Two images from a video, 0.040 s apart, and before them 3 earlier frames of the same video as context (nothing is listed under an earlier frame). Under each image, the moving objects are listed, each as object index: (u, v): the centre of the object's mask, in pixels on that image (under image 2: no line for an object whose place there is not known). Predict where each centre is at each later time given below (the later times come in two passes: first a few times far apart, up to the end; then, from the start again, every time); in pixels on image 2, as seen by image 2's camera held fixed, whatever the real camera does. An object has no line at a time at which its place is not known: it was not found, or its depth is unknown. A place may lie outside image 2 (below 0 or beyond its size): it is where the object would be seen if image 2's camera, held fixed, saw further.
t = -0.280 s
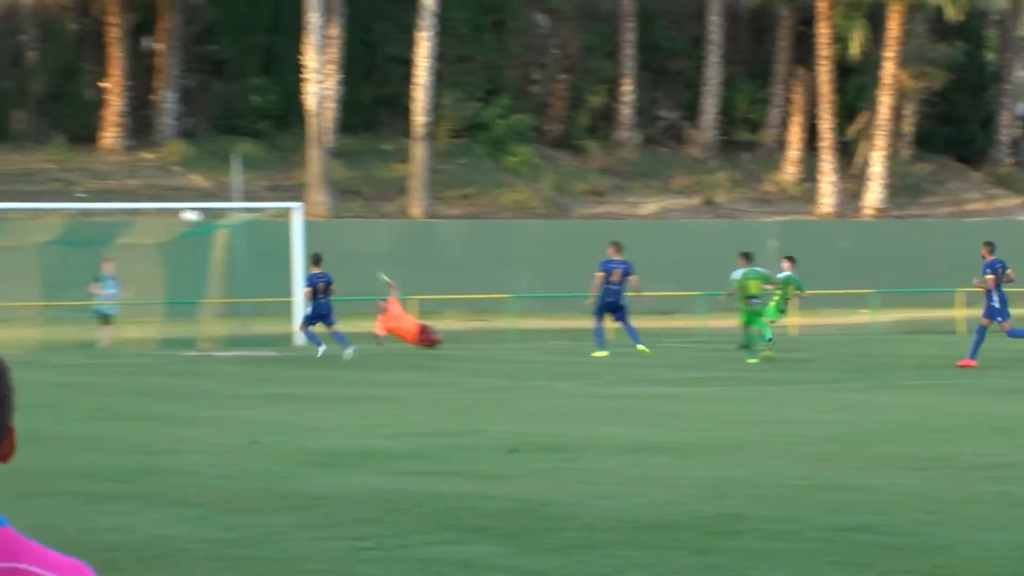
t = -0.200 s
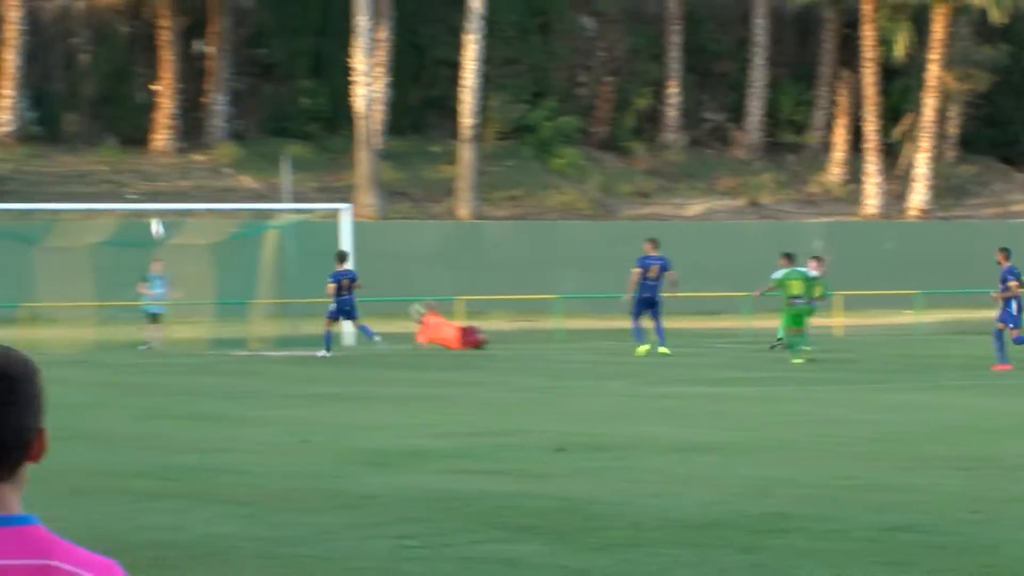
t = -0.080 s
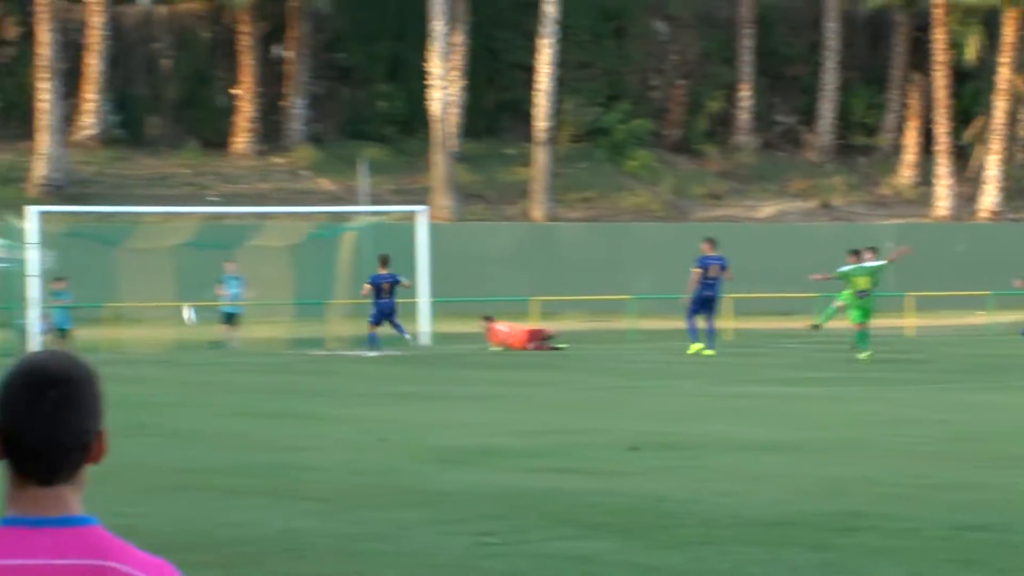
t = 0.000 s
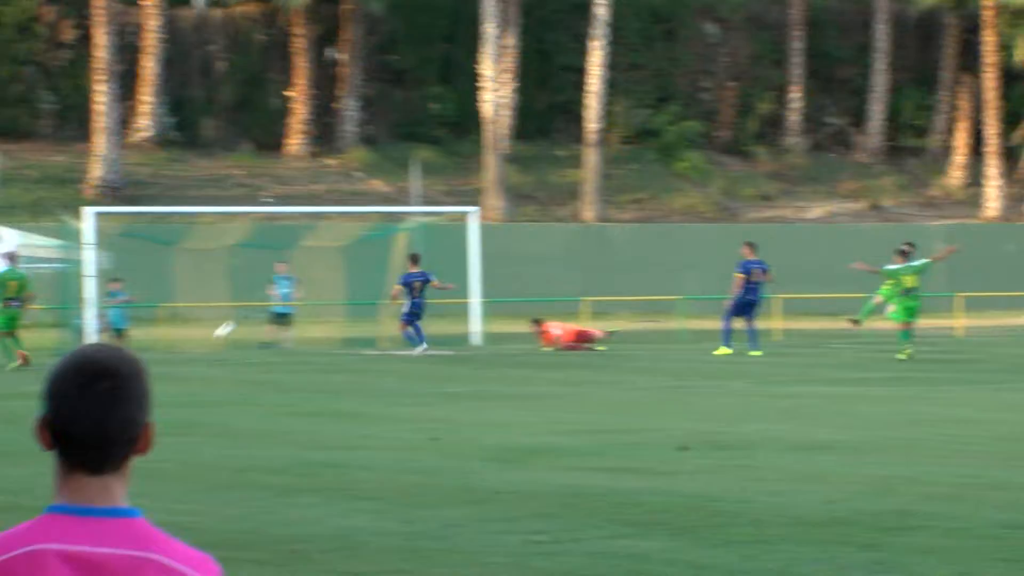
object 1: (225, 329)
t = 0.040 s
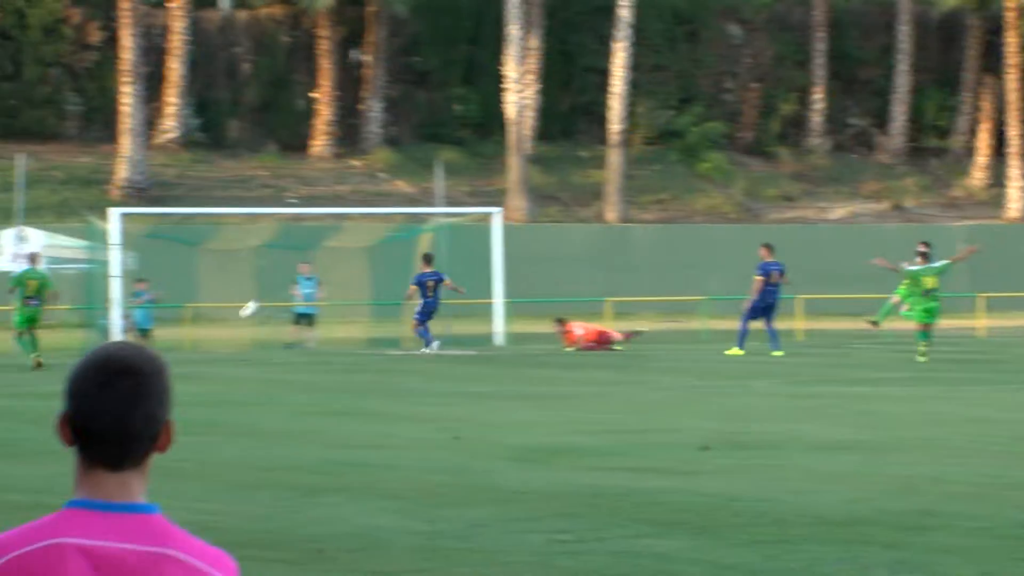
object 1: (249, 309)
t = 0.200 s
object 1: (249, 235)
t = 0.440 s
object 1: (249, 152)
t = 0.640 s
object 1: (248, 110)
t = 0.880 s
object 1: (247, 92)
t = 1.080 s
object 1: (247, 104)
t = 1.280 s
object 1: (246, 143)
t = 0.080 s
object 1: (250, 289)
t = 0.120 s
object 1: (249, 270)
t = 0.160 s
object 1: (249, 253)
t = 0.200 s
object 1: (249, 235)
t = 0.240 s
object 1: (248, 219)
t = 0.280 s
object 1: (250, 202)
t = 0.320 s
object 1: (250, 189)
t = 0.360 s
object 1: (249, 176)
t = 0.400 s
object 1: (249, 163)
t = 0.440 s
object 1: (249, 152)
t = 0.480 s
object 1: (249, 142)
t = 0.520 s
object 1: (249, 132)
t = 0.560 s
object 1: (249, 124)
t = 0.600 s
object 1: (248, 116)
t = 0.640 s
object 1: (248, 110)
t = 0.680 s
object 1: (248, 105)
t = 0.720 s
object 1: (248, 100)
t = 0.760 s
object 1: (248, 96)
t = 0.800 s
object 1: (248, 94)
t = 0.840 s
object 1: (247, 92)
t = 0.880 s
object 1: (247, 92)
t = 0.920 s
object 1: (247, 92)
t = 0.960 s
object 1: (247, 94)
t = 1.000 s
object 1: (247, 96)
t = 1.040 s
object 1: (247, 100)
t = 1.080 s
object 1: (247, 104)
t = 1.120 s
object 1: (246, 110)
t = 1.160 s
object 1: (247, 116)
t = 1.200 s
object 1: (246, 124)
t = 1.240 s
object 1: (246, 133)
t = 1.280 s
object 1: (246, 143)
